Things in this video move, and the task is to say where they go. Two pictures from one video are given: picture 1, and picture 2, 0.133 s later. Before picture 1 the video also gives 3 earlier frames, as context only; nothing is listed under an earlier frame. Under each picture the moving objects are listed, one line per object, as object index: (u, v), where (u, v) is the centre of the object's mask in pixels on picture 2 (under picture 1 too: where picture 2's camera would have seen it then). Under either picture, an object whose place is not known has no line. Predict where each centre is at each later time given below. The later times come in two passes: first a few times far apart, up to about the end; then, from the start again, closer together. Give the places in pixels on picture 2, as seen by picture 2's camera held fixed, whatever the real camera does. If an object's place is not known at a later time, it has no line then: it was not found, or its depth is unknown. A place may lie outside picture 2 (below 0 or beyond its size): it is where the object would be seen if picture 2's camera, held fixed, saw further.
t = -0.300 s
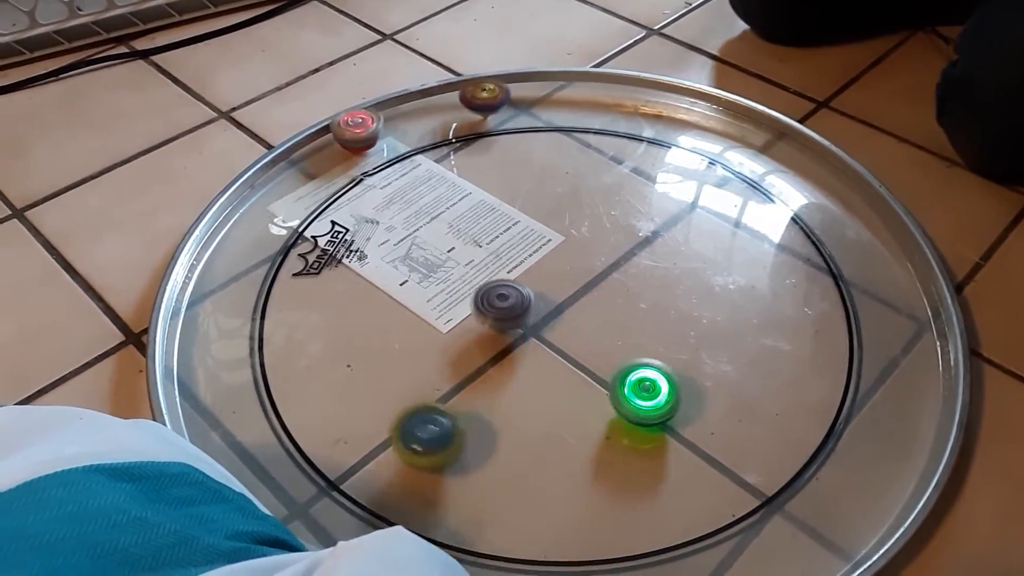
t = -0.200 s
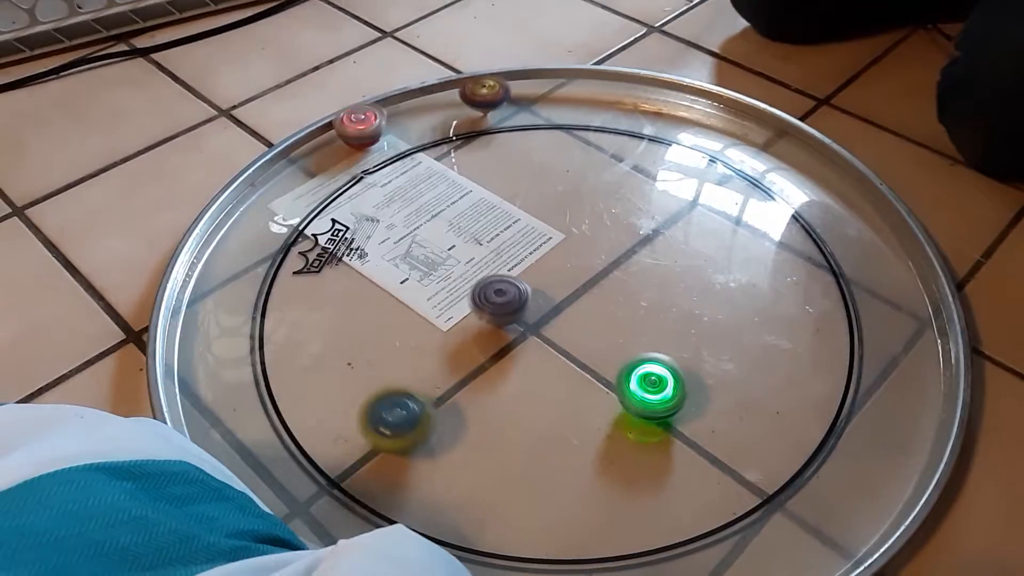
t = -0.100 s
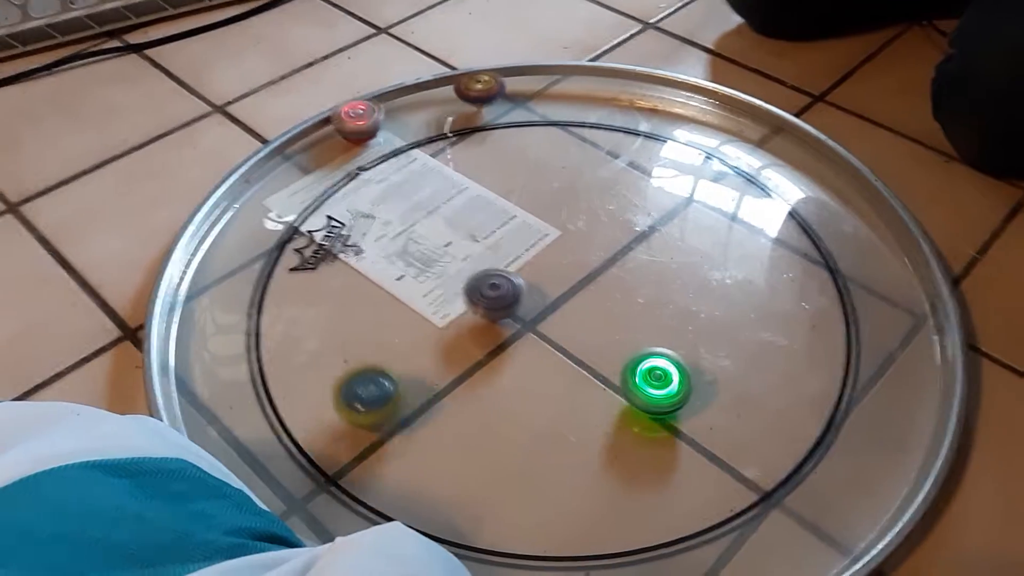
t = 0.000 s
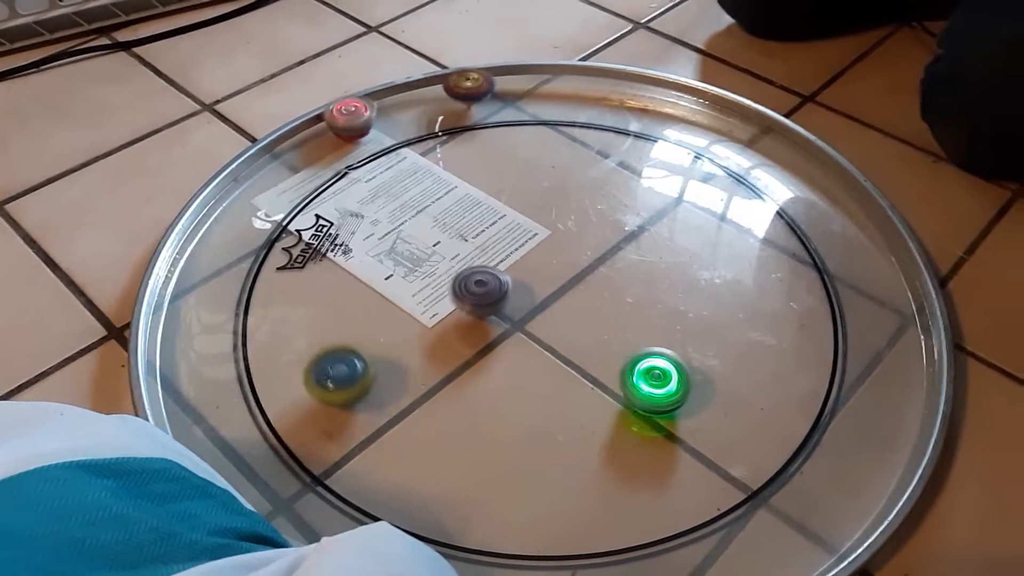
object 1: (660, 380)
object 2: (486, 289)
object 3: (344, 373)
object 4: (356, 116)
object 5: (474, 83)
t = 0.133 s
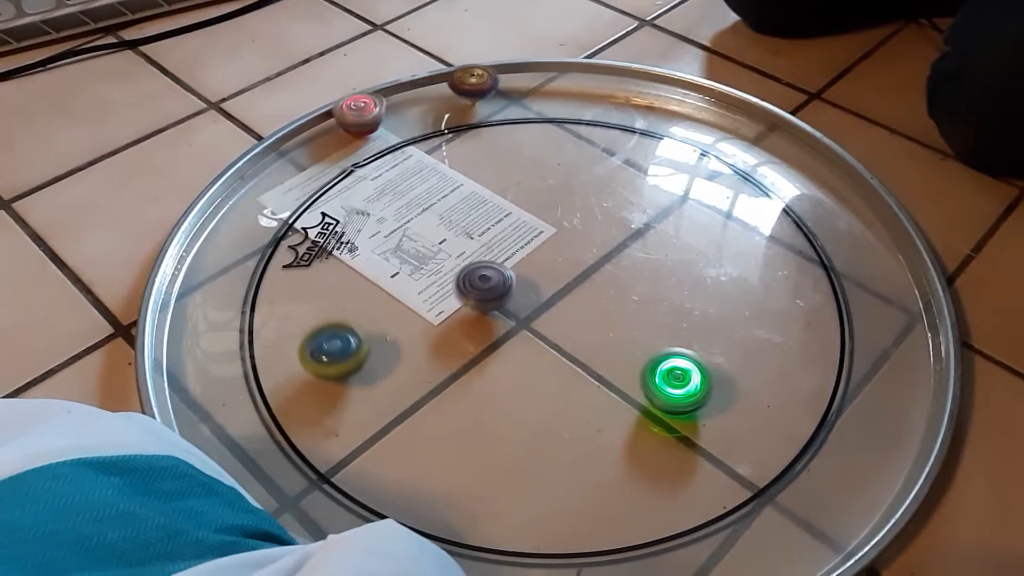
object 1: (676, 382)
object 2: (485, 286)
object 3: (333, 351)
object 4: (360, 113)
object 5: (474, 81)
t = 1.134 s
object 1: (739, 449)
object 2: (507, 267)
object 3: (260, 236)
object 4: (383, 105)
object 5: (480, 110)
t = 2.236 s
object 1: (679, 498)
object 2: (571, 228)
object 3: (344, 163)
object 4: (409, 97)
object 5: (496, 100)
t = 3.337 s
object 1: (672, 429)
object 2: (607, 162)
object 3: (327, 169)
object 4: (432, 97)
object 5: (514, 99)
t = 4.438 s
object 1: (727, 419)
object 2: (596, 88)
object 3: (326, 170)
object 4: (458, 97)
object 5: (517, 99)
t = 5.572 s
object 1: (730, 462)
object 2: (539, 140)
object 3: (340, 163)
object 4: (397, 105)
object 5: (409, 331)
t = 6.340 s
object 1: (686, 465)
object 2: (521, 81)
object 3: (330, 165)
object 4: (405, 104)
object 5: (402, 324)
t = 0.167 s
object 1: (680, 383)
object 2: (484, 285)
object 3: (329, 346)
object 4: (361, 113)
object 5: (473, 81)
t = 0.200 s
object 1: (684, 384)
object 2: (484, 285)
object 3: (327, 342)
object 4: (361, 113)
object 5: (472, 81)
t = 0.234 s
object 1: (687, 386)
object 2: (484, 285)
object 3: (324, 339)
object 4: (362, 113)
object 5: (472, 81)
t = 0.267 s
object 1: (690, 388)
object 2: (484, 284)
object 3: (322, 334)
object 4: (363, 113)
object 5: (471, 82)
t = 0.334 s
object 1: (698, 391)
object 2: (484, 282)
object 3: (318, 324)
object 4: (365, 112)
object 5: (471, 86)
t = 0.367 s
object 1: (701, 392)
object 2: (484, 281)
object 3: (316, 320)
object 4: (367, 112)
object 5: (471, 87)
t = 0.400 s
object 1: (704, 394)
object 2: (484, 281)
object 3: (312, 315)
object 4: (367, 112)
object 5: (472, 88)
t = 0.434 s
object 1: (708, 396)
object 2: (485, 280)
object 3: (309, 309)
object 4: (368, 112)
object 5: (473, 89)
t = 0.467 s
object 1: (711, 398)
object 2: (485, 280)
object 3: (306, 304)
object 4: (369, 111)
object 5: (473, 90)
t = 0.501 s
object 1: (715, 400)
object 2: (486, 279)
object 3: (302, 301)
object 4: (370, 111)
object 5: (474, 91)
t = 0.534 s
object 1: (718, 402)
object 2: (486, 278)
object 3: (297, 297)
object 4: (371, 110)
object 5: (474, 92)
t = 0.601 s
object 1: (722, 406)
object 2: (487, 277)
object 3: (288, 289)
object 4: (372, 109)
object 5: (474, 95)
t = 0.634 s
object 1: (725, 408)
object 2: (488, 276)
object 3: (285, 284)
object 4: (372, 109)
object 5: (475, 96)
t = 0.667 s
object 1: (727, 411)
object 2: (489, 276)
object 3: (282, 280)
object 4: (373, 108)
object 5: (475, 97)
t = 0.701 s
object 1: (729, 413)
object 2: (490, 275)
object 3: (279, 275)
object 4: (373, 108)
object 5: (474, 99)
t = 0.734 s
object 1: (731, 416)
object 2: (490, 275)
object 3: (275, 270)
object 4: (374, 108)
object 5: (474, 100)
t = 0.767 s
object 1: (732, 419)
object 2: (491, 274)
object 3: (273, 267)
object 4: (375, 108)
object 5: (474, 102)
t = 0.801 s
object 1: (734, 422)
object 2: (492, 274)
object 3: (271, 262)
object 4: (375, 107)
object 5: (473, 105)
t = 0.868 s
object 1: (737, 426)
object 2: (494, 273)
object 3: (267, 255)
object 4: (376, 107)
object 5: (474, 107)
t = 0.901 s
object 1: (738, 429)
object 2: (495, 272)
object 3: (266, 251)
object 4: (377, 106)
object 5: (475, 108)
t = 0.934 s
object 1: (739, 431)
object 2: (496, 271)
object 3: (264, 248)
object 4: (377, 106)
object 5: (476, 108)
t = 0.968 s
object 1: (740, 434)
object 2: (498, 271)
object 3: (262, 245)
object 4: (379, 107)
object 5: (477, 108)
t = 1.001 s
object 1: (740, 437)
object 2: (499, 270)
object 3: (260, 242)
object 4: (380, 107)
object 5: (478, 109)
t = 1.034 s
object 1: (741, 440)
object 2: (501, 270)
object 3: (259, 239)
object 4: (381, 106)
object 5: (479, 110)
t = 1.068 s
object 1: (740, 443)
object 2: (503, 269)
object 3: (259, 237)
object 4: (382, 106)
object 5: (480, 110)
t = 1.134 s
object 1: (739, 449)
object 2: (507, 267)
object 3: (260, 236)
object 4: (383, 105)
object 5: (480, 110)
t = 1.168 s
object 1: (738, 452)
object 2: (509, 267)
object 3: (262, 237)
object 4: (384, 104)
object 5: (481, 110)
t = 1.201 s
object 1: (737, 454)
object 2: (510, 266)
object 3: (265, 237)
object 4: (385, 104)
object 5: (481, 110)
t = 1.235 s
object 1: (735, 457)
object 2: (512, 265)
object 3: (268, 237)
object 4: (385, 104)
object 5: (482, 110)
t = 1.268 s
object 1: (734, 459)
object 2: (514, 264)
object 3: (271, 236)
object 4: (385, 104)
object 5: (482, 108)
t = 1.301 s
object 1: (732, 461)
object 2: (516, 264)
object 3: (274, 235)
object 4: (386, 105)
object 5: (483, 108)
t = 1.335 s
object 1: (730, 463)
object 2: (517, 263)
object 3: (276, 233)
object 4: (387, 105)
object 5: (483, 108)
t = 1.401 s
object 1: (726, 469)
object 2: (521, 261)
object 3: (282, 229)
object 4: (389, 104)
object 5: (484, 107)
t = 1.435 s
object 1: (724, 472)
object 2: (523, 260)
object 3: (286, 227)
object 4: (390, 105)
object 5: (484, 107)
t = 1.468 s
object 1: (723, 474)
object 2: (524, 258)
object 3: (289, 225)
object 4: (391, 105)
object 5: (484, 106)
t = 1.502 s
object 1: (721, 477)
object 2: (526, 257)
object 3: (292, 222)
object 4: (392, 104)
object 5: (485, 105)
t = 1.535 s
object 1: (719, 479)
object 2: (528, 257)
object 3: (295, 219)
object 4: (393, 104)
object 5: (485, 105)
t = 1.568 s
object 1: (717, 481)
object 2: (529, 256)
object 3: (297, 216)
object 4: (394, 104)
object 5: (485, 104)
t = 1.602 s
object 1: (716, 484)
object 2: (531, 254)
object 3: (301, 213)
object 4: (395, 104)
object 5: (485, 103)
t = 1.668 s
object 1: (713, 488)
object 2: (536, 252)
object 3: (308, 207)
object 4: (396, 103)
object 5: (486, 102)
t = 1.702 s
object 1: (711, 489)
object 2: (538, 251)
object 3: (311, 204)
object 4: (396, 103)
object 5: (487, 101)
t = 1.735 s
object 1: (709, 491)
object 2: (540, 249)
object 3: (314, 201)
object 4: (397, 102)
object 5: (487, 101)
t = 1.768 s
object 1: (707, 493)
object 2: (541, 248)
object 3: (319, 197)
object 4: (398, 102)
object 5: (486, 102)
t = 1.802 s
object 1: (705, 495)
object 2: (543, 247)
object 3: (322, 194)
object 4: (398, 101)
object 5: (486, 103)
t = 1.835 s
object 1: (704, 496)
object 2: (545, 245)
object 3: (326, 190)
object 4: (399, 101)
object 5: (486, 103)
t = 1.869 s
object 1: (702, 497)
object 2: (548, 244)
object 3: (330, 186)
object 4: (400, 100)
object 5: (487, 103)
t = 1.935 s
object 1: (698, 499)
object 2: (552, 242)
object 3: (336, 178)
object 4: (401, 99)
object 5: (488, 102)
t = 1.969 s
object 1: (696, 500)
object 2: (554, 240)
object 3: (338, 174)
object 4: (402, 99)
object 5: (489, 101)
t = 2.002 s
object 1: (693, 500)
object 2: (555, 239)
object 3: (340, 171)
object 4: (403, 98)
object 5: (490, 101)
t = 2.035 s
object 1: (691, 501)
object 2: (557, 238)
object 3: (340, 167)
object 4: (404, 98)
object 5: (490, 101)
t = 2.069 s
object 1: (689, 501)
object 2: (559, 236)
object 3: (340, 163)
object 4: (404, 98)
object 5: (492, 100)
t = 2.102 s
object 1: (687, 500)
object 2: (562, 235)
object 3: (339, 157)
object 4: (405, 97)
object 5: (493, 101)
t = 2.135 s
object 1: (685, 500)
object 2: (564, 233)
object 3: (341, 156)
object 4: (406, 97)
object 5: (494, 100)
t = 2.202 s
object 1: (681, 498)
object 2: (568, 230)
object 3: (345, 161)
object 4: (407, 97)
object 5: (496, 100)
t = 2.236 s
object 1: (679, 498)
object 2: (571, 228)
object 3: (344, 163)
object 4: (409, 97)
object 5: (496, 100)
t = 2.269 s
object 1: (676, 497)
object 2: (573, 227)
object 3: (342, 164)
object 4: (410, 97)
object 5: (497, 100)
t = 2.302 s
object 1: (674, 495)
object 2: (575, 225)
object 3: (340, 164)
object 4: (411, 97)
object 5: (498, 100)
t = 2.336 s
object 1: (672, 493)
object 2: (577, 223)
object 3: (338, 163)
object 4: (412, 97)
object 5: (499, 100)
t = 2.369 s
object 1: (670, 492)
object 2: (579, 222)
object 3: (337, 162)
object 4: (413, 96)
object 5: (500, 100)
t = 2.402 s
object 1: (668, 490)
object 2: (581, 220)
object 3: (336, 161)
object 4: (414, 97)
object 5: (501, 100)
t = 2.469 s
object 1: (665, 487)
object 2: (585, 217)
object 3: (334, 161)
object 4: (416, 96)
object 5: (503, 99)
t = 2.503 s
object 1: (664, 485)
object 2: (587, 215)
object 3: (331, 162)
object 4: (416, 96)
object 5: (504, 99)
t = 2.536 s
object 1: (663, 484)
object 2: (589, 213)
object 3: (330, 164)
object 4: (417, 96)
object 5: (505, 99)
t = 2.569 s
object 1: (662, 482)
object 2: (591, 212)
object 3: (329, 166)
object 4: (417, 96)
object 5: (506, 99)
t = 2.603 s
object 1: (661, 480)
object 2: (593, 210)
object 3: (327, 167)
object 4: (418, 96)
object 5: (506, 99)
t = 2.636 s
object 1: (661, 478)
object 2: (596, 207)
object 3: (325, 168)
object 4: (419, 96)
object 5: (507, 99)
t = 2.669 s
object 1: (660, 476)
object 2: (598, 205)
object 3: (323, 168)
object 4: (419, 95)
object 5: (508, 99)
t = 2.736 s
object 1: (659, 471)
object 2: (601, 200)
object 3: (326, 166)
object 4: (420, 96)
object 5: (510, 99)
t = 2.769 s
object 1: (659, 469)
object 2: (603, 198)
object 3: (328, 167)
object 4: (421, 96)
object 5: (511, 99)
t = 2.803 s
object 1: (659, 467)
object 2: (604, 195)
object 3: (331, 168)
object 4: (421, 96)
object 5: (512, 99)
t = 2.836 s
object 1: (660, 464)
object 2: (605, 192)
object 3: (332, 169)
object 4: (422, 96)
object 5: (513, 98)
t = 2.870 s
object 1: (660, 462)
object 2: (606, 190)
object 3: (331, 171)
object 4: (422, 96)
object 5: (513, 98)
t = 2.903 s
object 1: (661, 460)
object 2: (606, 187)
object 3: (329, 173)
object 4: (423, 96)
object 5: (513, 98)
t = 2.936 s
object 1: (661, 457)
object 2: (604, 185)
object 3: (325, 173)
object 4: (423, 96)
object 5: (513, 99)
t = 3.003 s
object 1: (663, 452)
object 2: (602, 181)
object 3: (322, 171)
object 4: (424, 97)
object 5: (513, 99)
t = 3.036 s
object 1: (663, 450)
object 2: (603, 178)
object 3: (324, 170)
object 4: (425, 97)
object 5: (513, 99)
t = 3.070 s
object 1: (664, 447)
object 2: (604, 177)
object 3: (324, 171)
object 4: (426, 97)
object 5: (513, 99)
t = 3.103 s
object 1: (665, 445)
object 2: (605, 174)
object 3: (324, 171)
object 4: (427, 97)
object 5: (513, 99)
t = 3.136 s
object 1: (666, 443)
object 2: (605, 172)
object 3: (323, 172)
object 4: (428, 97)
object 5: (513, 99)
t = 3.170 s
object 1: (667, 440)
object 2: (605, 170)
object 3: (321, 171)
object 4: (428, 97)
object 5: (514, 98)
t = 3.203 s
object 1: (668, 438)
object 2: (606, 169)
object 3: (321, 170)
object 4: (429, 97)
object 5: (515, 99)
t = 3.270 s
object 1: (670, 433)
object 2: (606, 165)
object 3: (325, 168)
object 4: (430, 97)
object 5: (515, 99)
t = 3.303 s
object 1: (671, 431)
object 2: (607, 164)
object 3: (327, 168)
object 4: (431, 97)
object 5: (514, 99)
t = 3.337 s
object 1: (672, 429)
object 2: (607, 162)
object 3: (327, 169)
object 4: (432, 97)
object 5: (514, 99)
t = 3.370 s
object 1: (673, 427)
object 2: (607, 160)
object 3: (326, 171)
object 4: (432, 97)
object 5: (514, 99)
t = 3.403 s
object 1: (674, 425)
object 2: (607, 159)
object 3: (322, 172)
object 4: (433, 97)
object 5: (514, 99)
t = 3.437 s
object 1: (676, 423)
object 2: (607, 157)
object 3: (320, 170)
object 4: (434, 97)
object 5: (515, 99)
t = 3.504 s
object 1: (678, 420)
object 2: (608, 154)
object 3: (322, 169)
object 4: (435, 97)
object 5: (515, 98)
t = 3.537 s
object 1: (679, 418)
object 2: (608, 152)
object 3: (325, 169)
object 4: (436, 97)
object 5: (515, 99)
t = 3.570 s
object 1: (681, 416)
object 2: (609, 151)
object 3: (326, 169)
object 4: (437, 97)
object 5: (515, 99)
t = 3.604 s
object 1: (682, 414)
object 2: (610, 149)
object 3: (325, 171)
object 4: (438, 97)
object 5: (515, 99)
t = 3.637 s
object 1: (683, 413)
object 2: (611, 148)
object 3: (323, 172)
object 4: (438, 96)
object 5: (516, 99)
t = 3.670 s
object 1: (684, 412)
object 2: (612, 146)
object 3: (320, 171)
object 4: (439, 96)
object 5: (516, 99)
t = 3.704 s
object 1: (686, 410)
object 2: (613, 144)
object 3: (319, 170)
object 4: (440, 96)
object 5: (517, 98)
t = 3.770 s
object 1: (688, 408)
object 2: (616, 139)
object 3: (324, 168)
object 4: (442, 96)
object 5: (517, 98)
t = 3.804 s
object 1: (690, 408)
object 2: (617, 137)
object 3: (326, 169)
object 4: (442, 96)
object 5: (517, 98)
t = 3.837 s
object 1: (691, 407)
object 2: (618, 135)
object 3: (327, 171)
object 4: (443, 96)
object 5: (518, 97)
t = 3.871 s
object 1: (693, 407)
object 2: (619, 132)
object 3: (326, 171)
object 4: (444, 96)
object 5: (518, 98)
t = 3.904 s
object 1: (696, 407)
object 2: (619, 130)
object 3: (324, 172)
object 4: (445, 97)
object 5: (518, 99)
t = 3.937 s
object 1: (698, 407)
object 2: (620, 128)
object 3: (321, 172)
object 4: (446, 96)
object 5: (517, 100)
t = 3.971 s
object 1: (700, 407)
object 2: (620, 125)
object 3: (320, 170)
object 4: (447, 97)
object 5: (517, 100)
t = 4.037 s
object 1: (705, 406)
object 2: (621, 120)
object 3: (324, 168)
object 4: (449, 97)
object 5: (518, 100)
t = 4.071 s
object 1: (707, 406)
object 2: (621, 117)
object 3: (327, 169)
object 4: (450, 97)
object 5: (519, 100)
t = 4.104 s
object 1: (708, 407)
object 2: (620, 114)
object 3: (330, 169)
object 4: (451, 97)
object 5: (519, 99)
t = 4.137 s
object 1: (710, 407)
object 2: (619, 111)
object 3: (331, 171)
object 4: (451, 97)
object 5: (519, 99)
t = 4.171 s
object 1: (711, 408)
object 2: (618, 107)
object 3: (331, 172)
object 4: (452, 97)
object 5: (519, 99)
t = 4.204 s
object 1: (713, 409)
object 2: (616, 104)
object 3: (331, 173)
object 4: (453, 97)
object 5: (519, 100)
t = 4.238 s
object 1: (715, 410)
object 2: (614, 102)
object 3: (329, 174)
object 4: (454, 96)
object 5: (518, 99)
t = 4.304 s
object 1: (719, 413)
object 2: (609, 96)
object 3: (323, 175)
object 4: (455, 97)
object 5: (516, 99)
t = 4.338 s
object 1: (721, 414)
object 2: (606, 94)
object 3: (321, 174)
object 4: (456, 97)
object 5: (516, 99)
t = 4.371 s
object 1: (723, 416)
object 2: (603, 92)
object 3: (321, 172)
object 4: (456, 97)
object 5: (516, 99)
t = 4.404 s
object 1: (725, 417)
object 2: (600, 90)
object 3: (323, 171)
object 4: (457, 97)
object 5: (517, 99)
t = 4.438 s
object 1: (727, 419)
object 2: (596, 88)
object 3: (326, 170)
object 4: (458, 97)
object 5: (517, 99)
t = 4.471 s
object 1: (729, 420)
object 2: (592, 86)
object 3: (329, 170)
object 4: (458, 97)
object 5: (517, 99)
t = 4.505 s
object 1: (731, 422)
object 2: (588, 84)
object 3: (331, 170)
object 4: (459, 97)
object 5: (517, 99)
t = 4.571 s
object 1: (735, 424)
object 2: (578, 82)
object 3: (335, 170)
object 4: (460, 97)
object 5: (517, 99)
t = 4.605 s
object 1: (737, 426)
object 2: (573, 80)
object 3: (336, 170)
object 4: (461, 97)
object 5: (516, 99)
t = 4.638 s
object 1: (740, 427)
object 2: (568, 79)
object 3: (337, 170)
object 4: (461, 97)
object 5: (517, 98)
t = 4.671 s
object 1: (742, 429)
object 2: (563, 78)
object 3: (337, 170)
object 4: (461, 97)
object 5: (516, 98)
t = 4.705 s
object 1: (744, 431)
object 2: (557, 78)
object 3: (337, 170)
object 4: (462, 97)
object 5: (515, 98)
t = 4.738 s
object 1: (745, 433)
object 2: (555, 77)
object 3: (337, 170)
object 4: (463, 97)
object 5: (514, 98)
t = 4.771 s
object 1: (746, 435)
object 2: (563, 76)
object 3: (337, 170)
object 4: (454, 88)
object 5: (503, 119)
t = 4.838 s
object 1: (749, 438)
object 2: (578, 84)
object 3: (336, 169)
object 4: (435, 95)
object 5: (487, 156)
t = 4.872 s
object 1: (749, 440)
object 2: (582, 87)
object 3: (335, 169)
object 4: (429, 96)
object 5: (479, 174)
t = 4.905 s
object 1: (751, 441)
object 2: (586, 91)
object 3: (334, 168)
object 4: (425, 96)
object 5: (470, 196)
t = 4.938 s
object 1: (751, 442)
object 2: (588, 94)
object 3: (332, 167)
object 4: (423, 100)
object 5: (462, 215)
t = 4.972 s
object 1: (752, 443)
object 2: (590, 96)
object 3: (331, 166)
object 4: (421, 104)
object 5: (454, 232)
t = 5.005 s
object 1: (752, 445)
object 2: (592, 100)
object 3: (330, 165)
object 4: (419, 107)
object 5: (448, 249)
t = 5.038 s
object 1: (753, 446)
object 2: (593, 104)
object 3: (330, 164)
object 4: (417, 108)
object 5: (441, 258)
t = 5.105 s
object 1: (755, 448)
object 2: (593, 111)
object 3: (328, 163)
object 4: (413, 107)
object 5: (433, 289)
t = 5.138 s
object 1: (755, 449)
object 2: (592, 115)
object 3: (330, 164)
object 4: (411, 107)
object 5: (424, 297)
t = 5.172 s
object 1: (755, 450)
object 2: (591, 119)
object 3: (331, 164)
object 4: (409, 108)
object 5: (421, 310)
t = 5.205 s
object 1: (754, 451)
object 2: (589, 122)
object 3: (332, 165)
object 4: (407, 107)
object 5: (413, 317)
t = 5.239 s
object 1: (753, 452)
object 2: (587, 125)
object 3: (332, 165)
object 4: (405, 106)
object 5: (410, 322)
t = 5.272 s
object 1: (751, 453)
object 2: (584, 128)
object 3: (333, 165)
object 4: (403, 105)
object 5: (406, 328)
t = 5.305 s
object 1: (749, 454)
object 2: (580, 131)
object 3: (334, 166)
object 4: (401, 104)
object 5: (403, 329)
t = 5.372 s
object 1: (745, 456)
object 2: (572, 135)
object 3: (335, 166)
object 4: (399, 106)
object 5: (401, 327)
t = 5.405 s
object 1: (742, 457)
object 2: (567, 137)
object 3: (336, 166)
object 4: (397, 106)
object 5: (402, 327)
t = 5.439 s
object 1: (740, 458)
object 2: (562, 138)
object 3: (337, 165)
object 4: (396, 106)
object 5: (404, 329)
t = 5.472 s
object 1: (737, 459)
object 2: (556, 139)
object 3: (337, 165)
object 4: (397, 105)
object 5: (406, 328)
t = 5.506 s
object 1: (735, 460)
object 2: (551, 140)
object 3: (338, 164)
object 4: (398, 106)
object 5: (408, 328)
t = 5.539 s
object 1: (733, 461)
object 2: (544, 140)
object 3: (339, 164)
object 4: (398, 105)
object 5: (408, 330)
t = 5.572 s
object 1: (730, 462)
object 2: (539, 140)
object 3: (340, 163)
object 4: (397, 105)
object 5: (409, 331)
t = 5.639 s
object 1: (726, 464)
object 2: (527, 138)
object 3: (340, 163)
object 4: (398, 104)
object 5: (403, 336)
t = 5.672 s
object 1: (724, 465)
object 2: (521, 137)
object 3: (340, 162)
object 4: (399, 103)
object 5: (402, 336)
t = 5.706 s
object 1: (722, 466)
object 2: (516, 135)
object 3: (339, 162)
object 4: (399, 103)
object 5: (398, 337)
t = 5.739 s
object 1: (720, 467)
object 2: (511, 133)
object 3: (338, 162)
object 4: (400, 104)
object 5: (396, 334)
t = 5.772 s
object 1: (718, 468)
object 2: (506, 130)
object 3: (338, 162)
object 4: (401, 104)
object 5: (397, 333)
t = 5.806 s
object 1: (715, 468)
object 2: (503, 128)
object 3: (337, 162)
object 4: (401, 104)
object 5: (396, 335)
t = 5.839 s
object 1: (713, 469)
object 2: (500, 125)
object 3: (336, 162)
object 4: (402, 103)
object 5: (396, 332)
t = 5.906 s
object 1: (709, 470)
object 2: (495, 119)
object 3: (334, 162)
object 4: (403, 104)
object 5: (393, 329)
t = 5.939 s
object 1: (708, 471)
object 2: (495, 115)
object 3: (333, 161)
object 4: (402, 104)
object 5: (395, 328)
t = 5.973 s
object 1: (706, 471)
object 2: (494, 111)
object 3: (332, 162)
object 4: (402, 104)
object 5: (394, 326)
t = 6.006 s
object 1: (703, 471)
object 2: (494, 107)
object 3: (331, 161)
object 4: (403, 104)
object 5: (394, 328)
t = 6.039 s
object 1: (702, 471)
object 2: (495, 104)
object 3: (331, 162)
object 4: (403, 104)
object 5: (396, 328)
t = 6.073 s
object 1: (700, 470)
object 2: (496, 102)
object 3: (331, 163)
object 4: (404, 104)
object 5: (399, 329)
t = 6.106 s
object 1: (698, 470)
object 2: (498, 98)
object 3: (331, 163)
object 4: (404, 104)
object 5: (396, 326)
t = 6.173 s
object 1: (694, 469)
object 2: (502, 92)
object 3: (330, 165)
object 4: (403, 104)
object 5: (400, 327)
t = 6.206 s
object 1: (693, 469)
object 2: (505, 89)
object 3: (331, 165)
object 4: (404, 104)
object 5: (400, 328)
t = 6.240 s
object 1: (691, 468)
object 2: (509, 86)
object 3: (330, 165)
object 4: (405, 104)
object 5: (398, 328)
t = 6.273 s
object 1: (689, 467)
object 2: (515, 84)
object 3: (330, 165)
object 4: (405, 104)
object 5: (398, 324)
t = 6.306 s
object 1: (688, 467)
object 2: (518, 82)
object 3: (330, 165)
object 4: (405, 104)
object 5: (400, 324)
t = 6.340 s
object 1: (686, 465)
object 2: (521, 81)
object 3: (330, 165)
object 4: (405, 104)
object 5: (402, 324)
